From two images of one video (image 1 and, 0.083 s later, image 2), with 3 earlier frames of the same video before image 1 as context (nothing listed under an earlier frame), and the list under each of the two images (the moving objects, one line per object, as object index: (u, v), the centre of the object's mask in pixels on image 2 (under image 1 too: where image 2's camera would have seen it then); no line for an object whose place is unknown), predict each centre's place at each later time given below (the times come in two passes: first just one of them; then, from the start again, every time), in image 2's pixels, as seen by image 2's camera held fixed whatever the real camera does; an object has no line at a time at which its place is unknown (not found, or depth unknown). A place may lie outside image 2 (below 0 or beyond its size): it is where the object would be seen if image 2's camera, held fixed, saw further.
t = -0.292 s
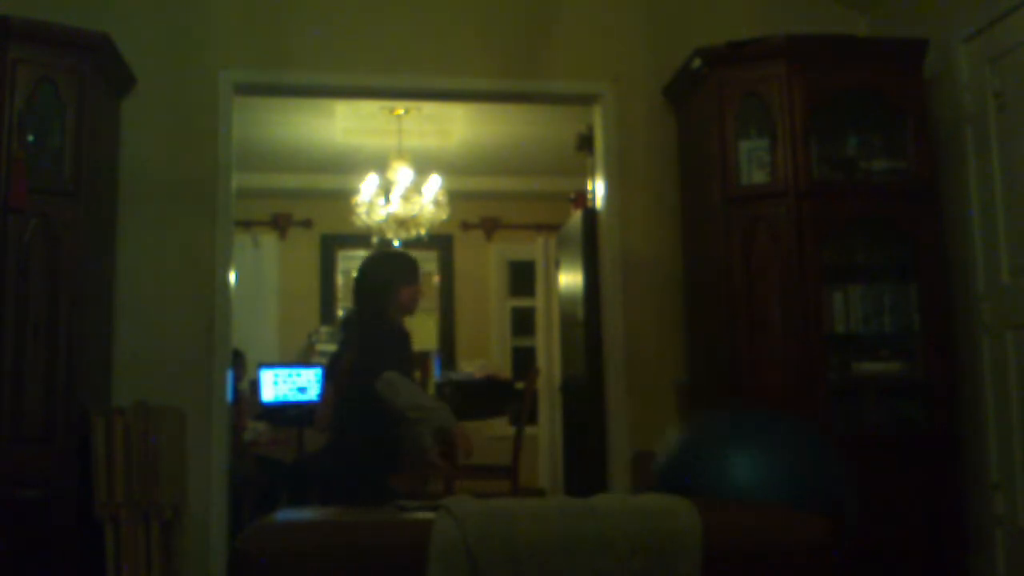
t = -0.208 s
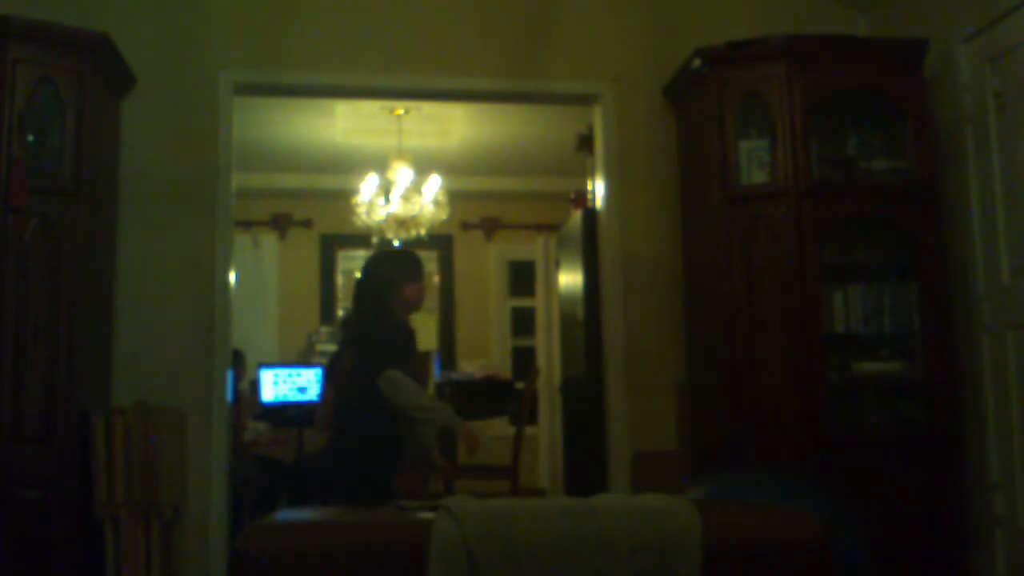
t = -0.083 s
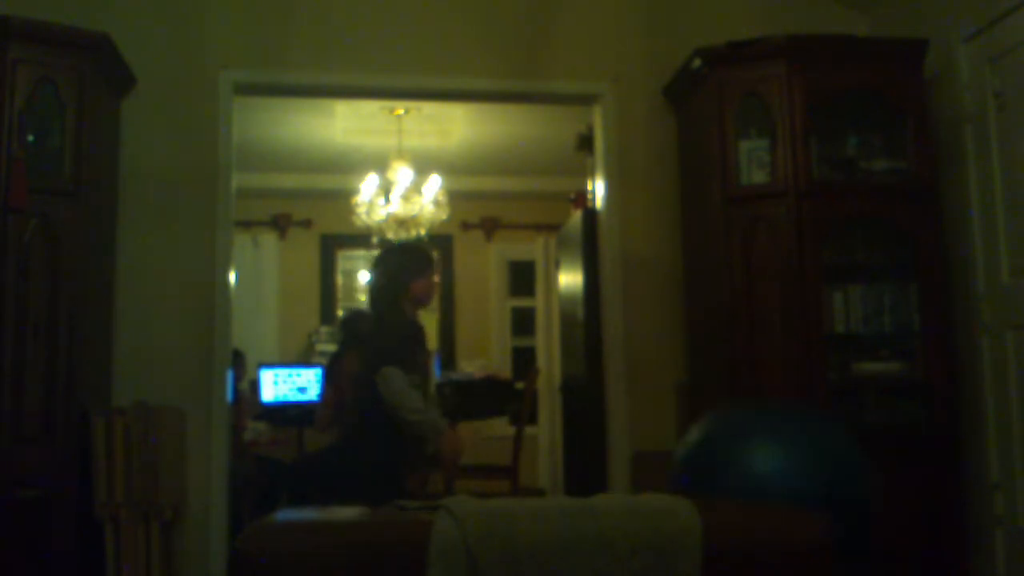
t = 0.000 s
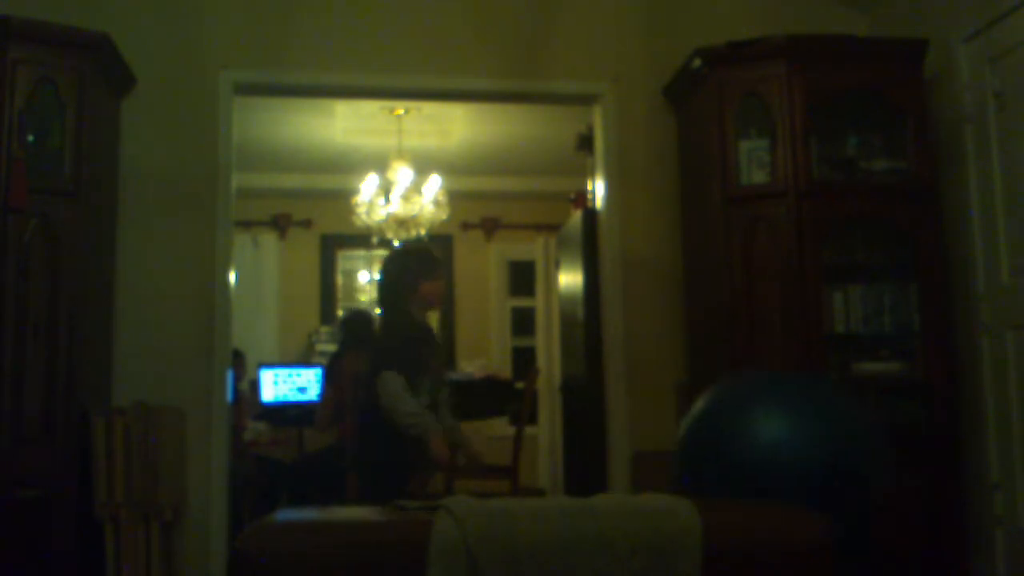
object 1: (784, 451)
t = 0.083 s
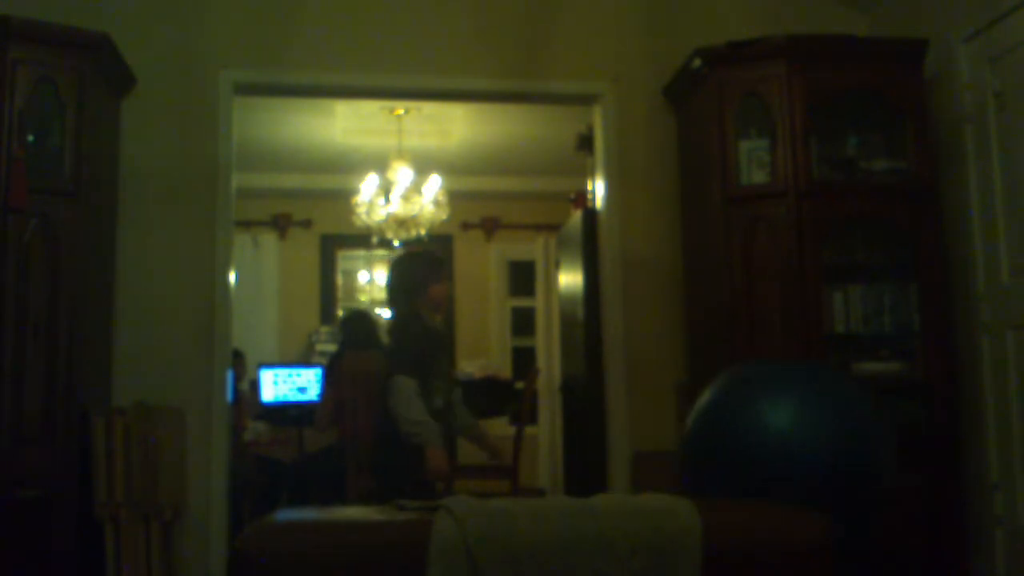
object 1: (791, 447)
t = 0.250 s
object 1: (827, 478)
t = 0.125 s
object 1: (796, 448)
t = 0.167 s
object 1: (800, 447)
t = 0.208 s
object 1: (807, 453)
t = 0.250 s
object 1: (827, 478)
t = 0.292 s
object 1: (836, 492)
